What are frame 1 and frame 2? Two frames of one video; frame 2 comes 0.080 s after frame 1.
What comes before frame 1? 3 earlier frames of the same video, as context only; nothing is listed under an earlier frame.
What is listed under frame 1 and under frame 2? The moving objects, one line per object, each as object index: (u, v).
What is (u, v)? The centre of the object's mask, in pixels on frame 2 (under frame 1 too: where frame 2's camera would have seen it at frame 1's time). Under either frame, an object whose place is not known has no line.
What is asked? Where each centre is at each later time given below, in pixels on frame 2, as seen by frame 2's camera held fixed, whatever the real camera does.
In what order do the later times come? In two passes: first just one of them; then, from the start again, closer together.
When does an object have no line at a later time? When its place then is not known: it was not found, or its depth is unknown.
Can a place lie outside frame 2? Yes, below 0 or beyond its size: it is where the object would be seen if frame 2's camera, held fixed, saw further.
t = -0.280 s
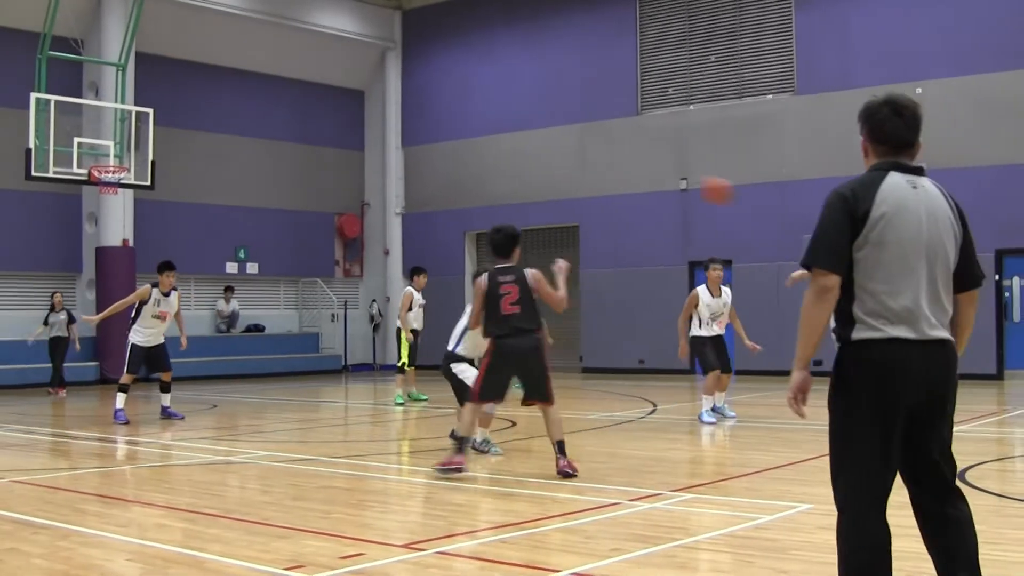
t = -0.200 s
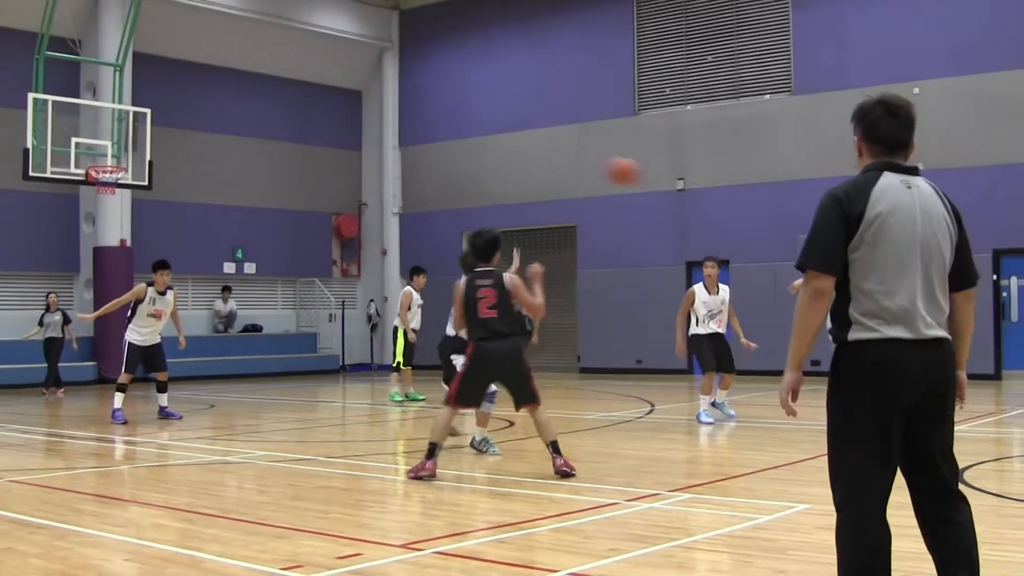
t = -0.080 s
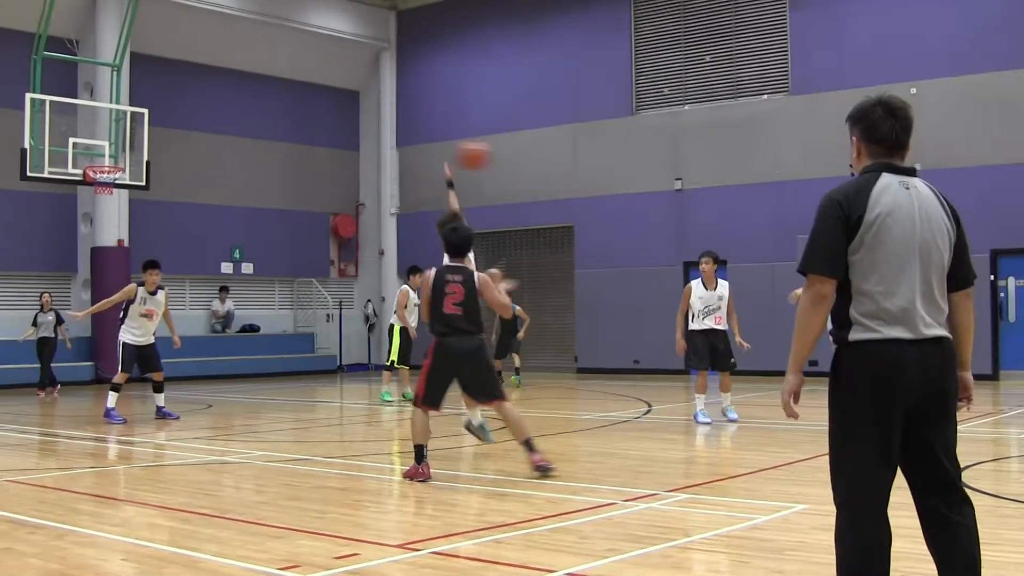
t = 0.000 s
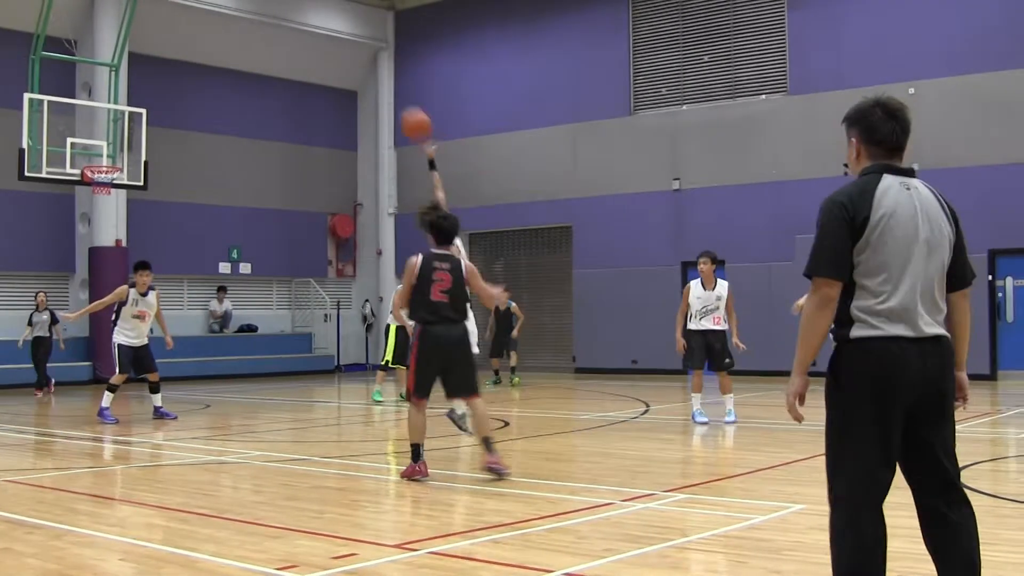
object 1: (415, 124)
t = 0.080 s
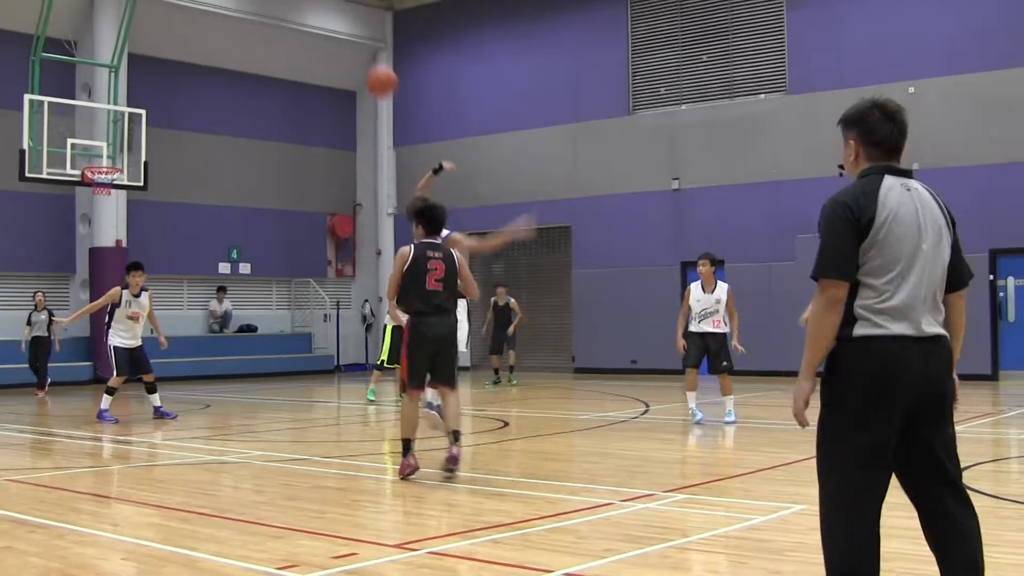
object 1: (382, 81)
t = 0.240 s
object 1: (314, 16)
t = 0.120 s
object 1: (365, 61)
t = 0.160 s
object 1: (348, 45)
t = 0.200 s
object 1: (332, 31)
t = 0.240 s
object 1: (314, 16)
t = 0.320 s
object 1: (275, 1)
